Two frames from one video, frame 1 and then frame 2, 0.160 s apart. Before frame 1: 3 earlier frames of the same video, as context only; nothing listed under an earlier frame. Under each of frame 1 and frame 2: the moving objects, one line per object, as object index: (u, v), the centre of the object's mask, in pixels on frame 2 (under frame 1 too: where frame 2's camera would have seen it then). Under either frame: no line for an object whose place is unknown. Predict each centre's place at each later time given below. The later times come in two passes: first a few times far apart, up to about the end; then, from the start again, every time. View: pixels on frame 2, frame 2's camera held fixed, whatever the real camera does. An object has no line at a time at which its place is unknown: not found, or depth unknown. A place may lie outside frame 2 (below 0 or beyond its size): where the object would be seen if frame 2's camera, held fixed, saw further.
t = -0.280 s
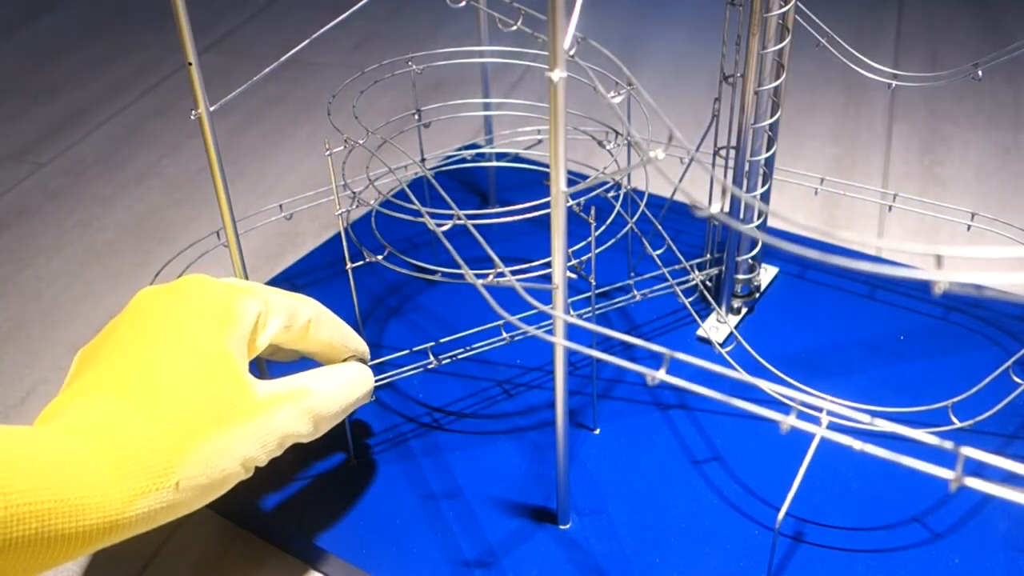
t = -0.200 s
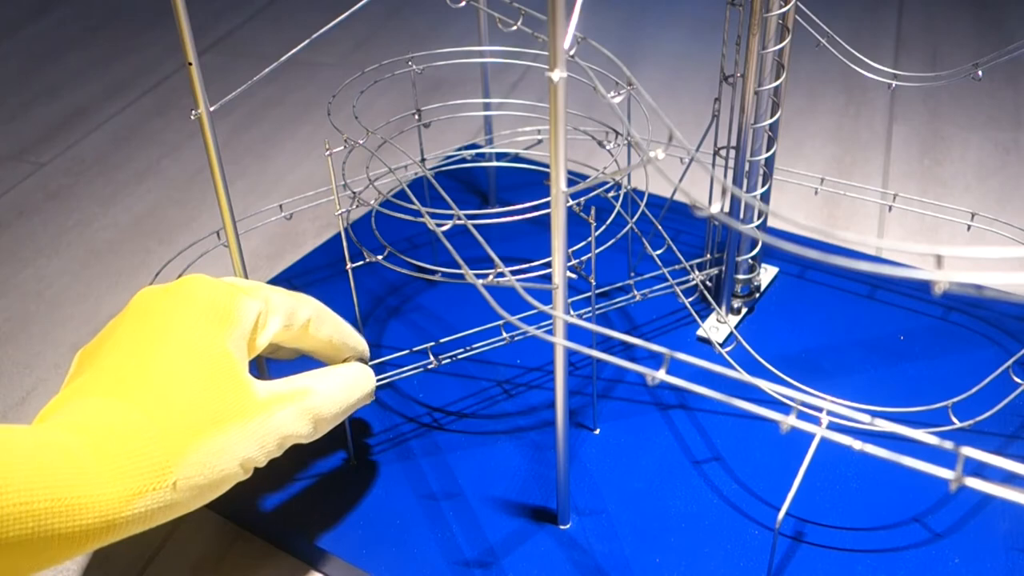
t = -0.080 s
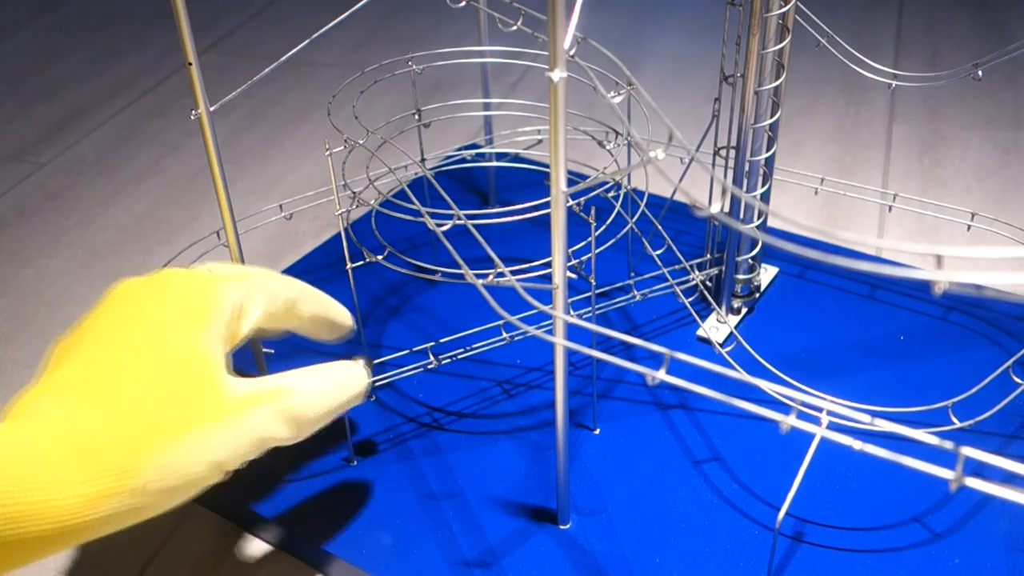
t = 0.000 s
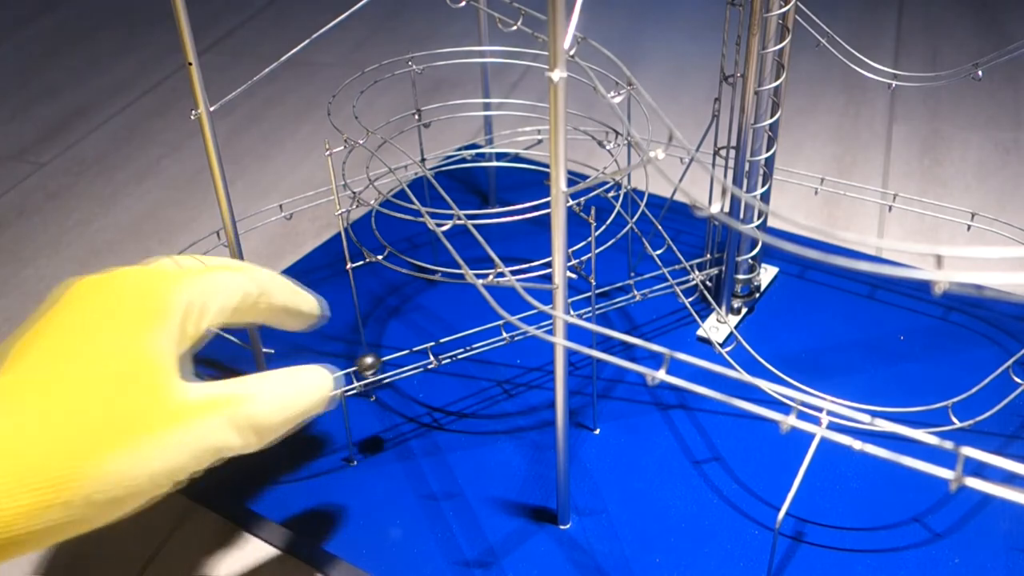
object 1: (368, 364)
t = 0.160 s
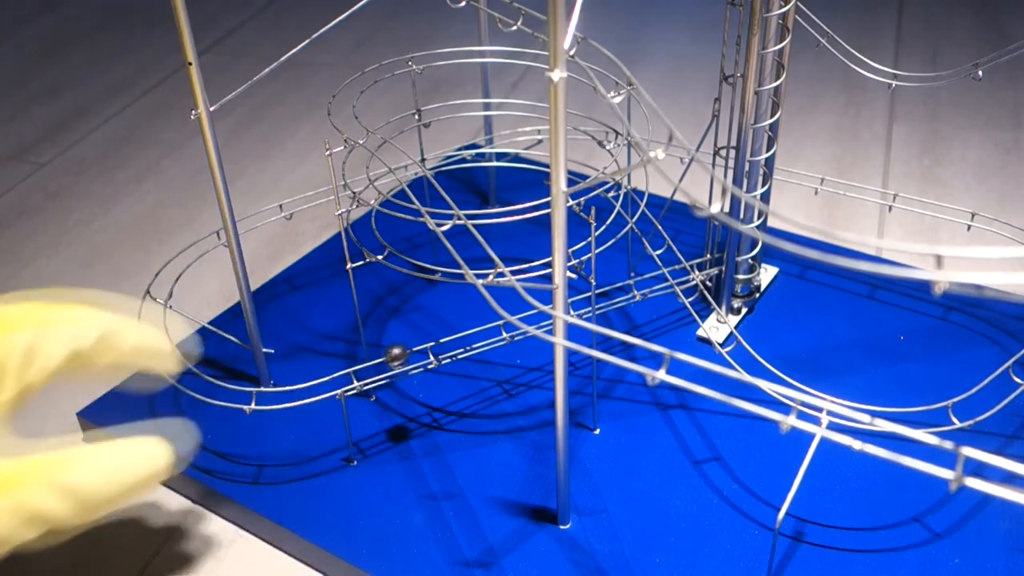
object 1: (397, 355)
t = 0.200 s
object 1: (405, 353)
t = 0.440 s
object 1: (473, 330)
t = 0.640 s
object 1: (545, 307)
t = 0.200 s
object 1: (405, 353)
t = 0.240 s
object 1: (414, 349)
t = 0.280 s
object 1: (425, 345)
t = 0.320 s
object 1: (437, 342)
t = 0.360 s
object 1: (447, 339)
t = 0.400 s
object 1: (460, 334)
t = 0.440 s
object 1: (473, 330)
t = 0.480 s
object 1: (487, 326)
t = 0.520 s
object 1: (499, 322)
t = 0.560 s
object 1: (516, 318)
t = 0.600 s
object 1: (532, 313)
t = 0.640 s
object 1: (545, 307)
